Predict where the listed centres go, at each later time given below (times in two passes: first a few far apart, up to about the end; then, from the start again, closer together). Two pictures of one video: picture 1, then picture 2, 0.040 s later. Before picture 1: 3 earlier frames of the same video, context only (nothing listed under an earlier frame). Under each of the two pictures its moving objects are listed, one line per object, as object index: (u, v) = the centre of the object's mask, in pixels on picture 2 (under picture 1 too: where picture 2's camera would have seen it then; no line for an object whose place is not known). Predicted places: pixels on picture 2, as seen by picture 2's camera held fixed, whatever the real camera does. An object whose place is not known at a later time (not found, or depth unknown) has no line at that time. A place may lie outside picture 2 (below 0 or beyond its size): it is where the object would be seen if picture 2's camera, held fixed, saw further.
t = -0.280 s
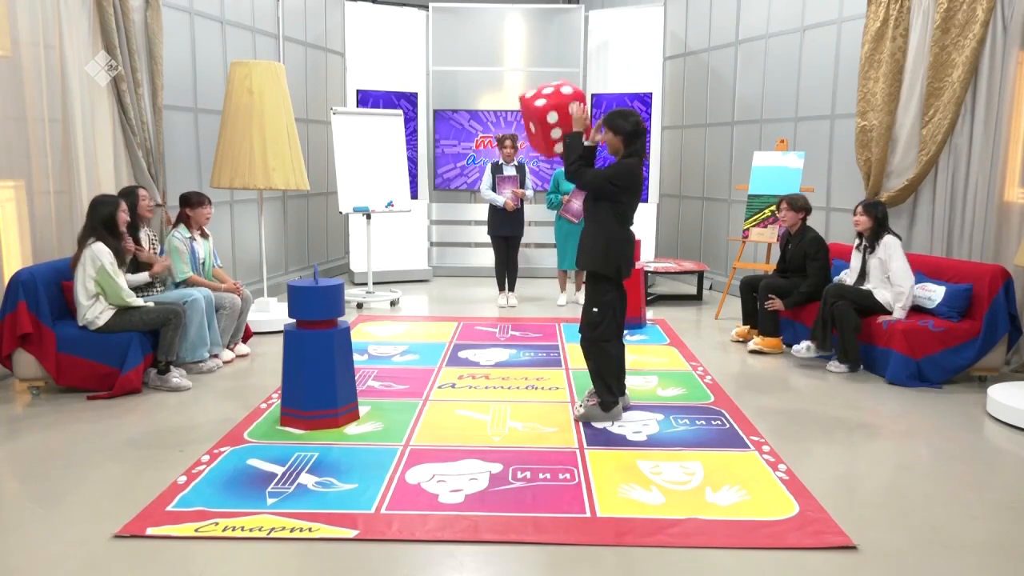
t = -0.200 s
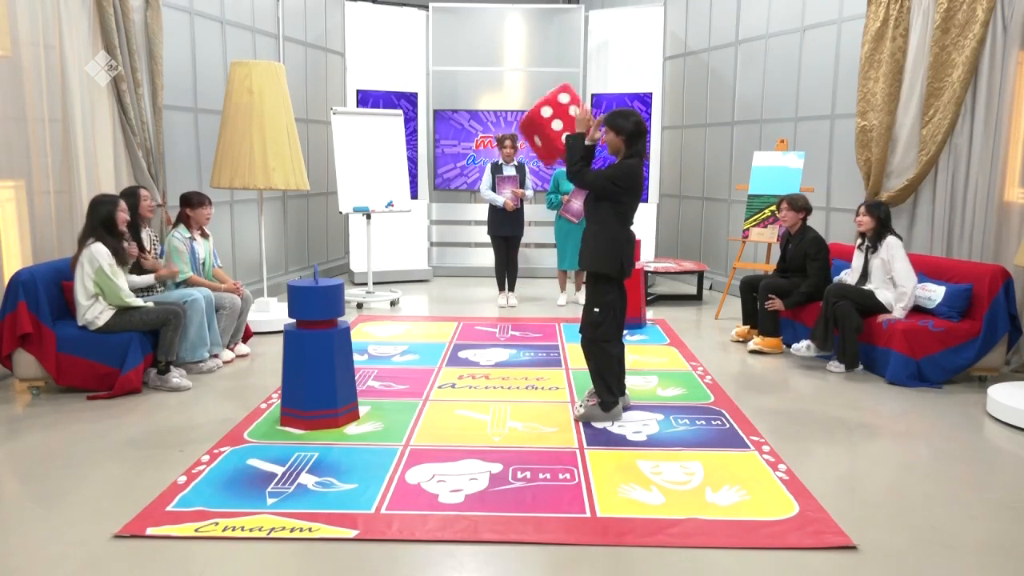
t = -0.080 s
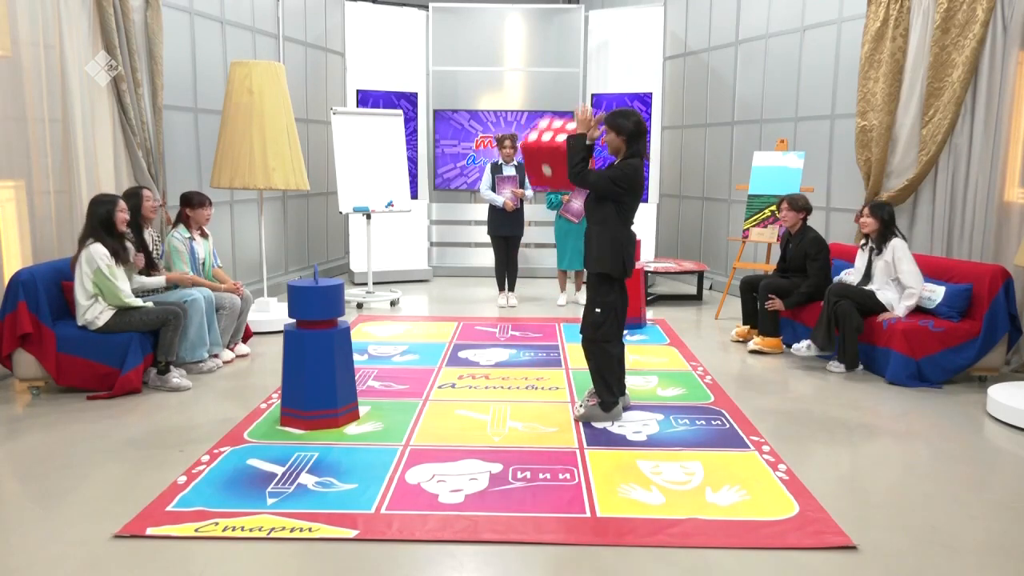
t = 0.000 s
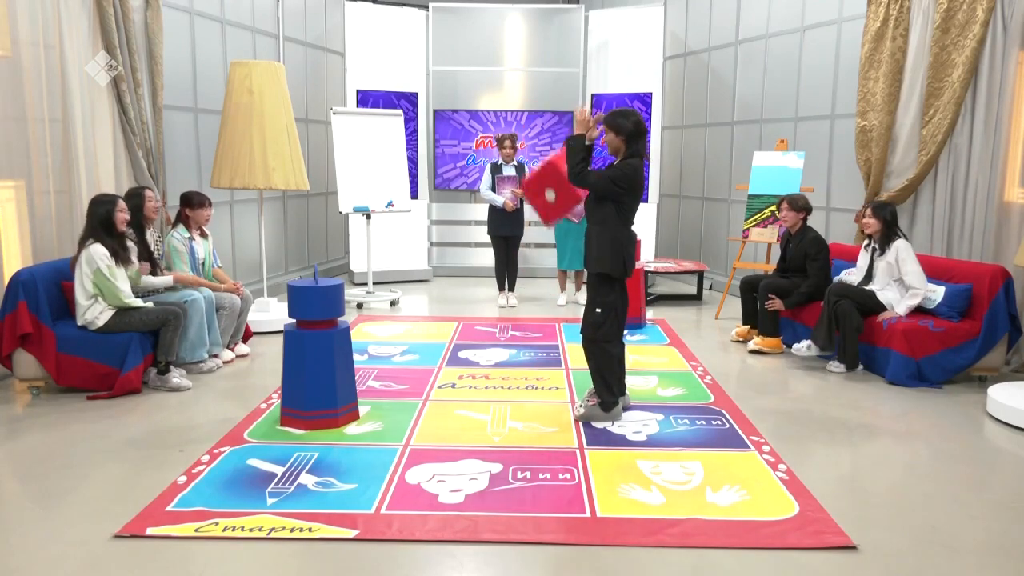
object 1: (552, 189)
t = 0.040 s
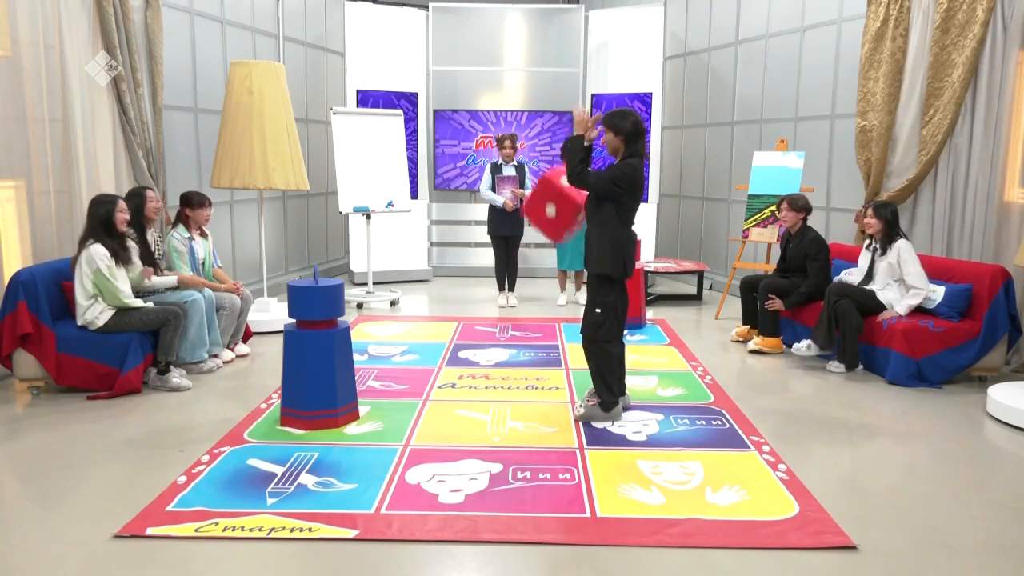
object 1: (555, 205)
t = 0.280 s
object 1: (556, 349)
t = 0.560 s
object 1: (513, 314)
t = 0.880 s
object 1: (478, 313)
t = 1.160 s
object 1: (455, 305)
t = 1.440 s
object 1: (435, 304)
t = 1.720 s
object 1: (430, 301)
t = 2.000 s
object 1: (427, 302)
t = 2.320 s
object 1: (428, 303)
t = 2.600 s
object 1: (428, 303)
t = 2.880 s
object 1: (428, 303)
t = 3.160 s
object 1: (428, 303)
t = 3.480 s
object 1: (428, 304)
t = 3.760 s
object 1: (428, 304)
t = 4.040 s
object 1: (428, 304)
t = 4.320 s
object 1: (428, 304)
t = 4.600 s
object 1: (428, 304)
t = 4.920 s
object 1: (428, 304)
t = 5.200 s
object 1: (428, 304)
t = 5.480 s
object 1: (428, 304)
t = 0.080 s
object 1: (557, 223)
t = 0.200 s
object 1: (556, 294)
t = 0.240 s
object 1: (556, 322)
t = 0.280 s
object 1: (556, 349)
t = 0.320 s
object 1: (553, 344)
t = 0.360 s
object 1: (548, 331)
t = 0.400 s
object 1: (540, 322)
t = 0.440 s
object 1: (533, 317)
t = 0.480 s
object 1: (526, 314)
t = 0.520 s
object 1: (520, 314)
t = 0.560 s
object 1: (513, 314)
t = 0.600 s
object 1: (507, 316)
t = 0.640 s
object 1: (501, 320)
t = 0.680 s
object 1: (496, 323)
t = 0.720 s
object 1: (492, 320)
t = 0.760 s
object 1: (488, 318)
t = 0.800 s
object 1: (485, 317)
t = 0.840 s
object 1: (482, 317)
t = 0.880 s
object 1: (478, 313)
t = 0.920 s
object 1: (475, 309)
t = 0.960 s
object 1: (472, 307)
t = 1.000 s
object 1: (468, 306)
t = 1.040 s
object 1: (466, 307)
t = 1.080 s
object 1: (462, 309)
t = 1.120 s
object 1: (459, 308)
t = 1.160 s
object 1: (455, 305)
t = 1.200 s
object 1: (451, 304)
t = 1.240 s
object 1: (447, 305)
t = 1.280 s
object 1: (443, 306)
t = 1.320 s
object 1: (439, 309)
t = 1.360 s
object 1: (436, 310)
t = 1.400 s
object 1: (436, 307)
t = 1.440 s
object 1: (435, 304)
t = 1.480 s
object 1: (435, 303)
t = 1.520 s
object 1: (434, 301)
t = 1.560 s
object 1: (433, 301)
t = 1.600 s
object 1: (433, 300)
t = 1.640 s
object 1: (431, 300)
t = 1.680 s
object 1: (430, 300)
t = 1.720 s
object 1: (430, 301)
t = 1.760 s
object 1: (429, 300)
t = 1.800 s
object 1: (429, 301)
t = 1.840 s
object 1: (428, 303)
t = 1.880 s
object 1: (428, 303)
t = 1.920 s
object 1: (428, 302)
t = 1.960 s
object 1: (427, 302)
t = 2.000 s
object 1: (427, 302)
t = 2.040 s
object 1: (427, 302)
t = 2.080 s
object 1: (427, 302)
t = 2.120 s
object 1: (427, 303)
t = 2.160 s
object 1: (428, 303)
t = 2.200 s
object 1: (428, 303)
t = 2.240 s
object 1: (429, 303)
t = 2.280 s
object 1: (429, 303)
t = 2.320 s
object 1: (428, 303)
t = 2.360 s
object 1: (428, 303)
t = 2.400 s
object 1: (428, 303)
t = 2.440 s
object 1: (428, 303)
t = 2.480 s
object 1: (428, 303)
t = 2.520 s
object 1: (428, 303)
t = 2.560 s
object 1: (428, 303)
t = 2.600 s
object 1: (428, 303)
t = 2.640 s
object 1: (428, 303)
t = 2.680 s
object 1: (428, 303)
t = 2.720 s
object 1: (428, 304)
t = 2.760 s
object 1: (428, 304)
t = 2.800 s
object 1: (428, 304)
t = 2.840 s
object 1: (428, 304)
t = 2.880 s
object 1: (428, 303)
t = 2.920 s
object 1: (428, 303)
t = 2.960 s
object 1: (428, 304)
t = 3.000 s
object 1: (428, 304)
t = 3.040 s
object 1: (428, 303)
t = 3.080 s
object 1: (428, 304)
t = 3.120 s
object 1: (428, 304)
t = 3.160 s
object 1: (428, 303)
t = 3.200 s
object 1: (428, 304)
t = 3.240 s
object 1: (428, 304)
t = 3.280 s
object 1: (428, 304)
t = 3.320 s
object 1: (428, 304)
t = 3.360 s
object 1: (428, 303)
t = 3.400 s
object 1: (428, 303)
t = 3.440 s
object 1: (428, 303)
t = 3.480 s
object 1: (428, 304)
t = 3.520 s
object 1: (428, 304)
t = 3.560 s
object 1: (428, 304)
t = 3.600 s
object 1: (428, 303)
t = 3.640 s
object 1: (428, 304)
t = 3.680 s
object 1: (428, 304)
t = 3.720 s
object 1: (428, 304)
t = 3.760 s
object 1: (428, 304)
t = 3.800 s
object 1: (428, 304)
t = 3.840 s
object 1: (428, 304)
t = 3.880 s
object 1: (428, 304)
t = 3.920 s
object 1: (428, 304)
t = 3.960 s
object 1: (428, 304)
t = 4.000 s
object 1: (428, 304)
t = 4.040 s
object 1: (428, 304)
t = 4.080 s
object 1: (428, 304)
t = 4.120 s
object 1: (428, 304)
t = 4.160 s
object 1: (428, 304)
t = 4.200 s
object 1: (428, 304)
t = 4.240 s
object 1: (428, 304)
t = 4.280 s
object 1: (428, 304)
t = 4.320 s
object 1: (428, 304)
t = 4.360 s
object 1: (428, 304)
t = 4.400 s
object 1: (428, 304)
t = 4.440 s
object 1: (428, 304)
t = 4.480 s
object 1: (428, 304)
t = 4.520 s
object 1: (428, 304)
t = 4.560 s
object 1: (428, 304)
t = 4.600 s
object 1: (428, 304)
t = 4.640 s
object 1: (428, 304)
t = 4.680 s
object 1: (428, 304)
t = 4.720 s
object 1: (428, 304)
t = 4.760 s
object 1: (428, 304)
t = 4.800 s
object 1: (428, 304)
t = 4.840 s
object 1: (428, 304)
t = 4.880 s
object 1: (428, 304)
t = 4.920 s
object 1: (428, 304)
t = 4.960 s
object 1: (428, 304)
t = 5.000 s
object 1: (428, 304)
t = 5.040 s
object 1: (428, 304)
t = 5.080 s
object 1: (428, 304)
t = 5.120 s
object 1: (428, 304)
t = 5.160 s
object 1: (428, 304)
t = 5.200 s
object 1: (428, 304)
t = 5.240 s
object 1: (428, 304)
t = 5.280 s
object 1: (428, 304)
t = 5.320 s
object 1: (428, 304)
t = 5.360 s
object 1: (428, 304)
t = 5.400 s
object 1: (428, 304)
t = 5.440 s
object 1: (428, 304)
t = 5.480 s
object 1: (428, 304)
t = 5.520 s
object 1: (428, 304)
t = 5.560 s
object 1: (428, 304)
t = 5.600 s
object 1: (428, 304)
